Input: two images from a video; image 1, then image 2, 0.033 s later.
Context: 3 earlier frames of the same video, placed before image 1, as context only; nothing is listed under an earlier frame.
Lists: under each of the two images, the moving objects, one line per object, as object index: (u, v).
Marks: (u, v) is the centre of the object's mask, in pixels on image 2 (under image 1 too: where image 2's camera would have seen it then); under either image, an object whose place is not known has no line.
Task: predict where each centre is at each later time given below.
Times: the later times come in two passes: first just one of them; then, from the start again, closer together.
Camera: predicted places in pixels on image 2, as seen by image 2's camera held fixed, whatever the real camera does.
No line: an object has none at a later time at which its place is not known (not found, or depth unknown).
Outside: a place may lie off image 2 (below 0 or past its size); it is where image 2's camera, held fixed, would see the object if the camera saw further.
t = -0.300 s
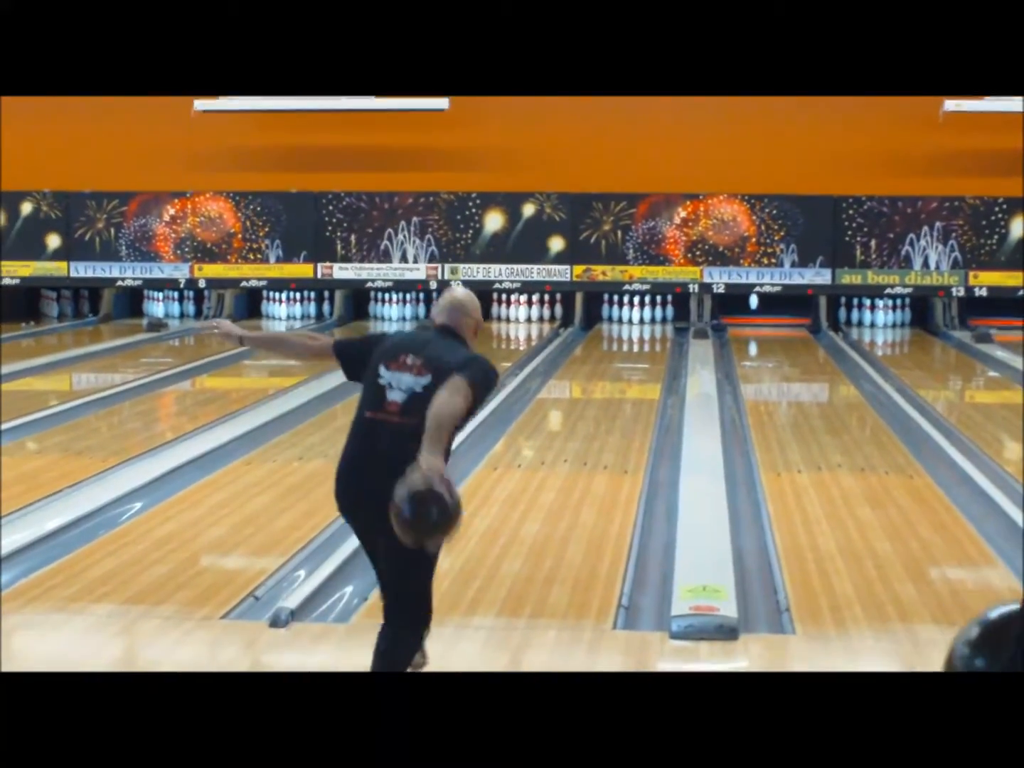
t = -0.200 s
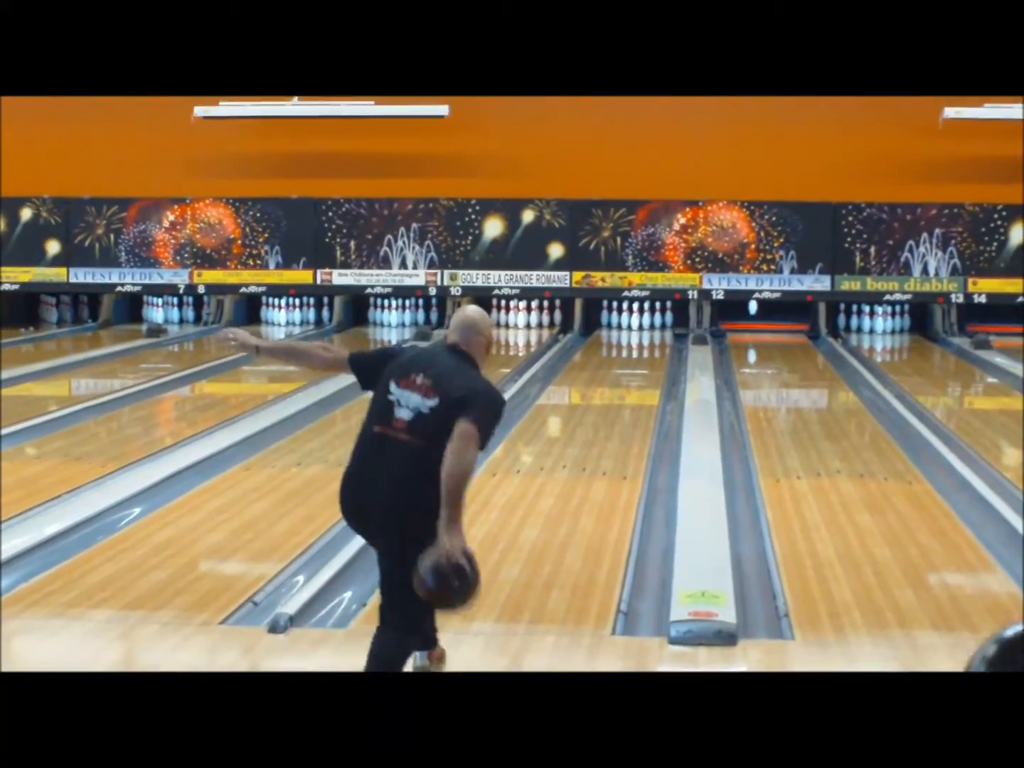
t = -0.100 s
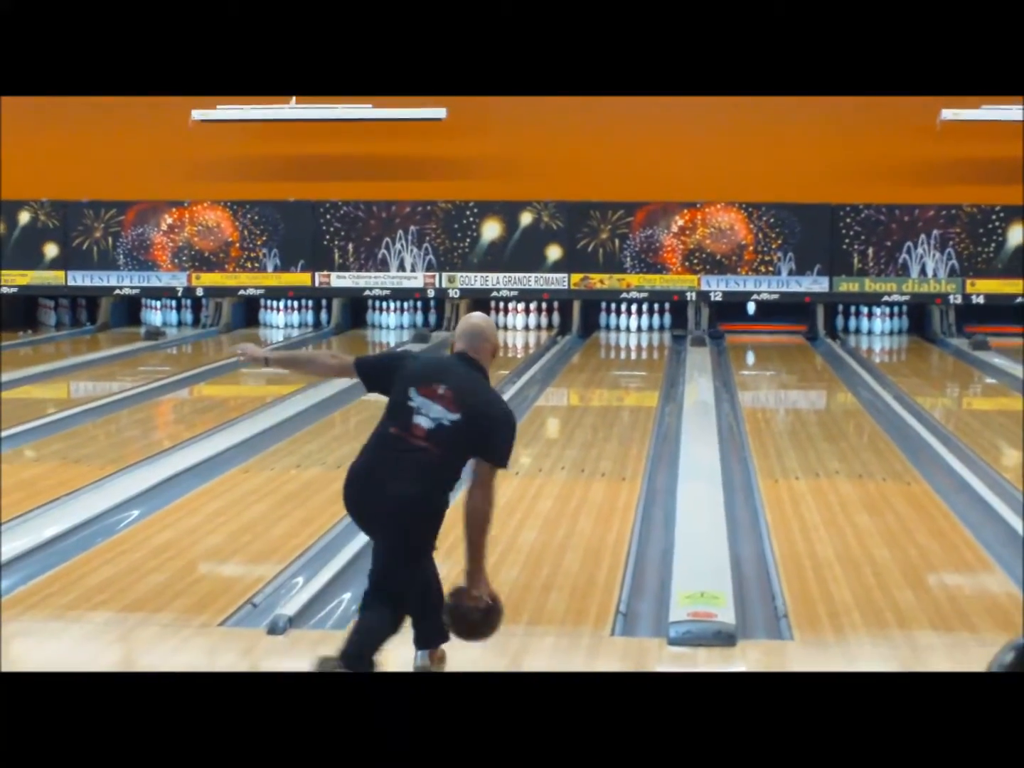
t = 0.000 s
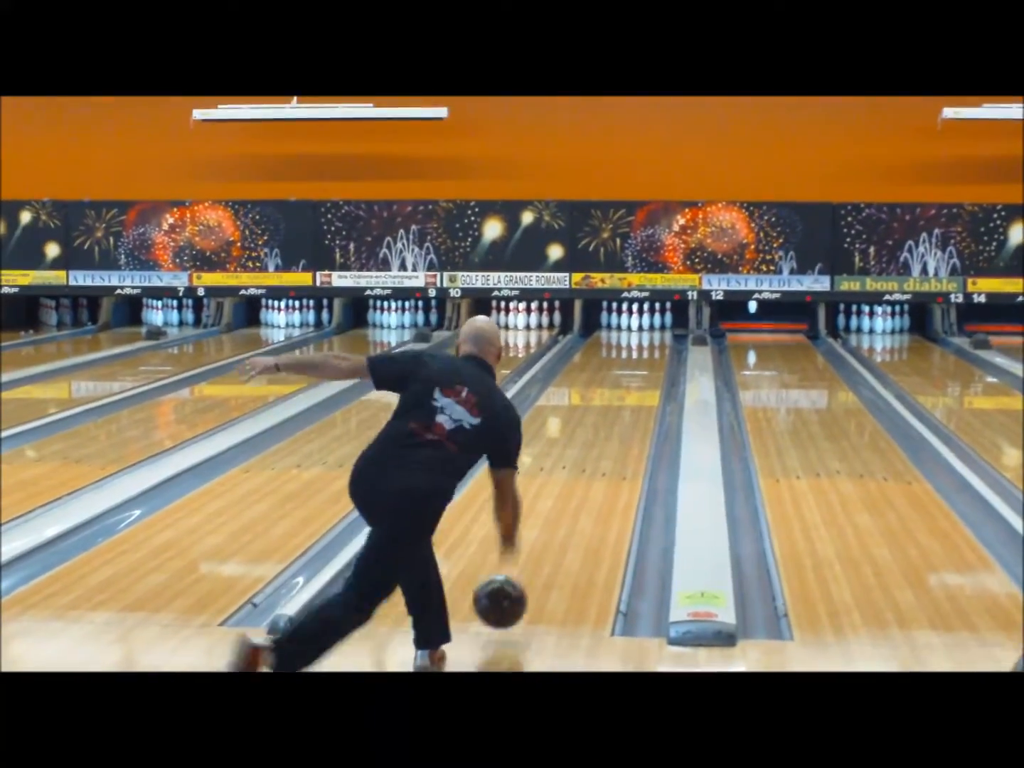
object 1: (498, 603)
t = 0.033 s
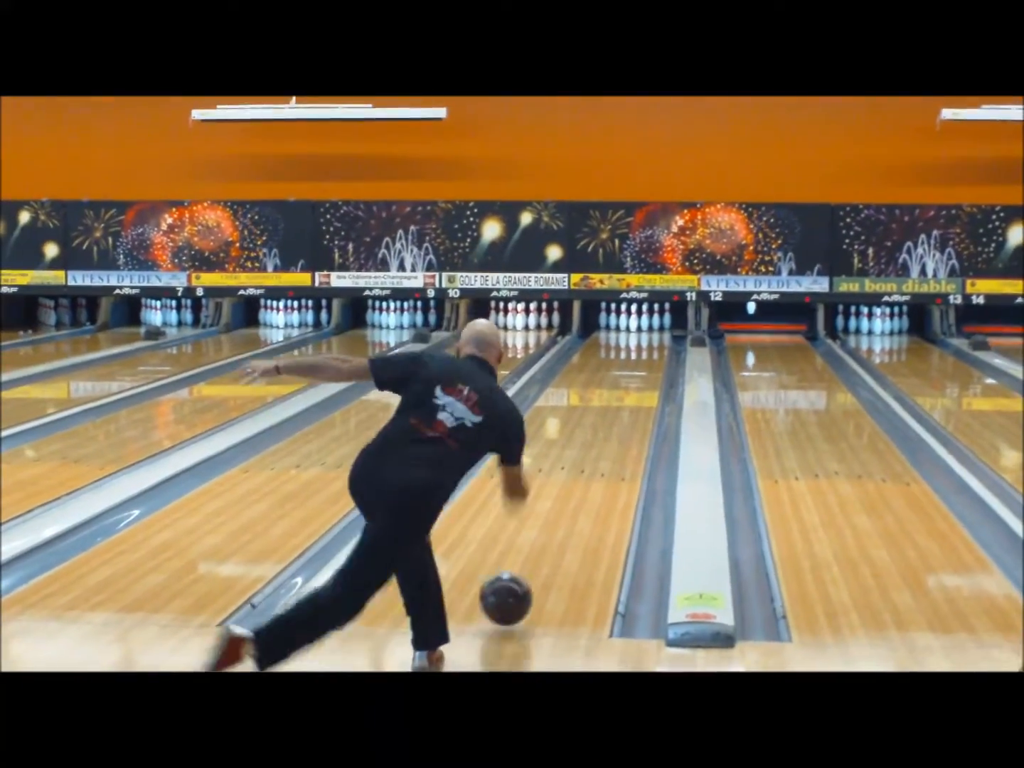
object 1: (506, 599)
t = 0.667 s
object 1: (589, 462)
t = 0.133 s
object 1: (526, 572)
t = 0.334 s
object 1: (556, 521)
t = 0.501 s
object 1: (575, 489)
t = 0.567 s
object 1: (581, 478)
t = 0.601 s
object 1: (584, 472)
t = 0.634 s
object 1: (587, 467)
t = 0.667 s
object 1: (589, 462)
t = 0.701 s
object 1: (591, 459)
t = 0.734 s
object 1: (594, 454)
